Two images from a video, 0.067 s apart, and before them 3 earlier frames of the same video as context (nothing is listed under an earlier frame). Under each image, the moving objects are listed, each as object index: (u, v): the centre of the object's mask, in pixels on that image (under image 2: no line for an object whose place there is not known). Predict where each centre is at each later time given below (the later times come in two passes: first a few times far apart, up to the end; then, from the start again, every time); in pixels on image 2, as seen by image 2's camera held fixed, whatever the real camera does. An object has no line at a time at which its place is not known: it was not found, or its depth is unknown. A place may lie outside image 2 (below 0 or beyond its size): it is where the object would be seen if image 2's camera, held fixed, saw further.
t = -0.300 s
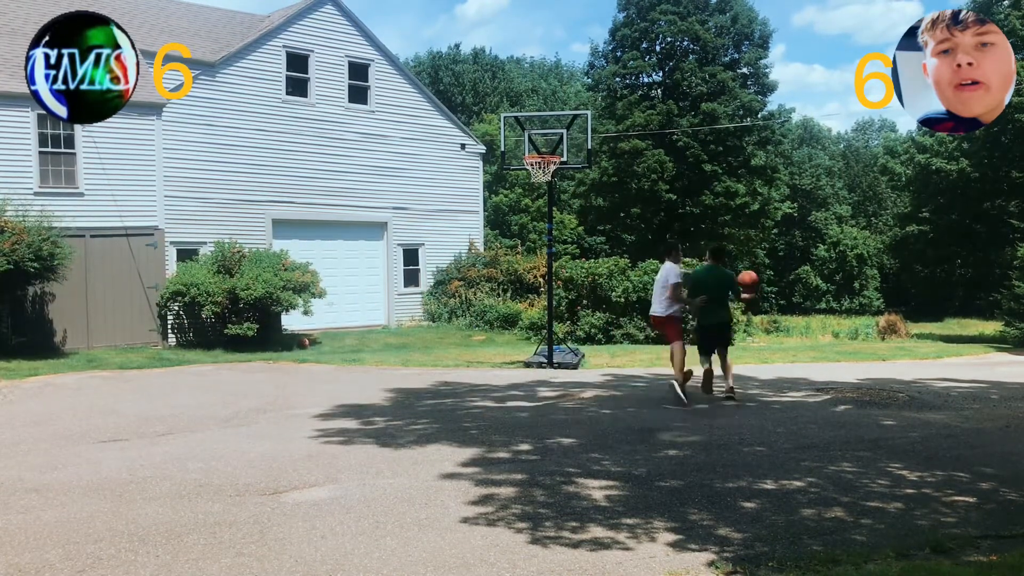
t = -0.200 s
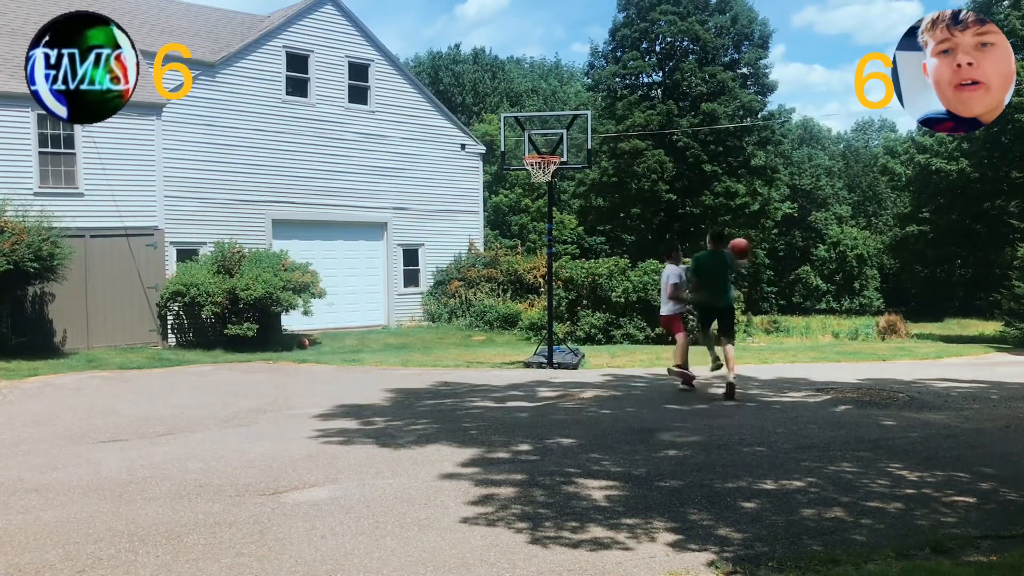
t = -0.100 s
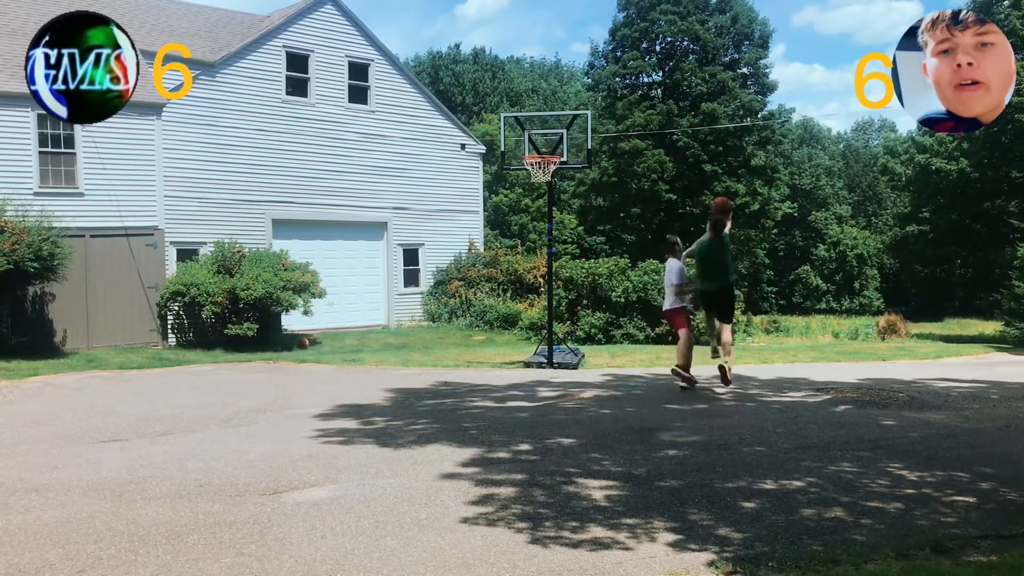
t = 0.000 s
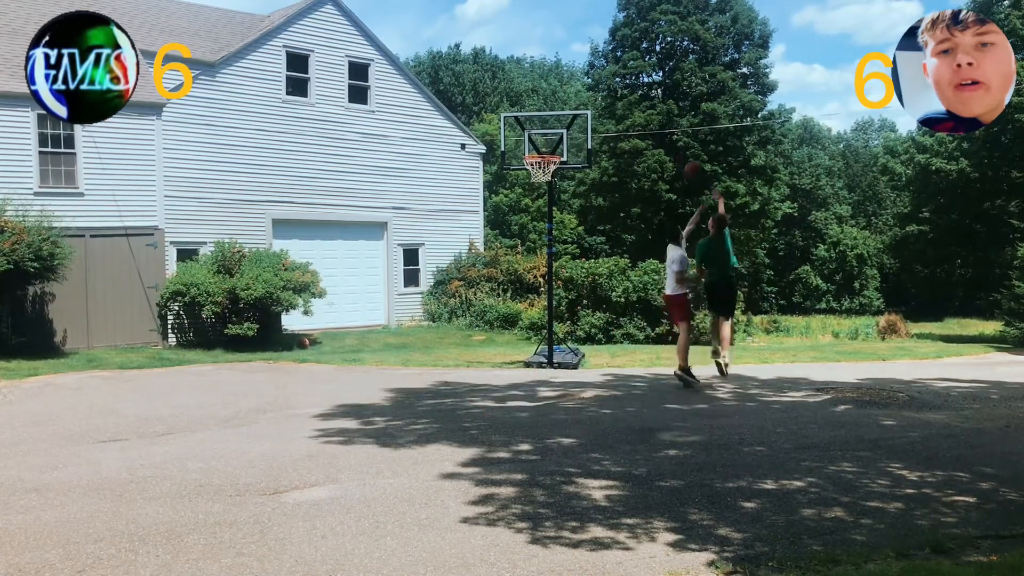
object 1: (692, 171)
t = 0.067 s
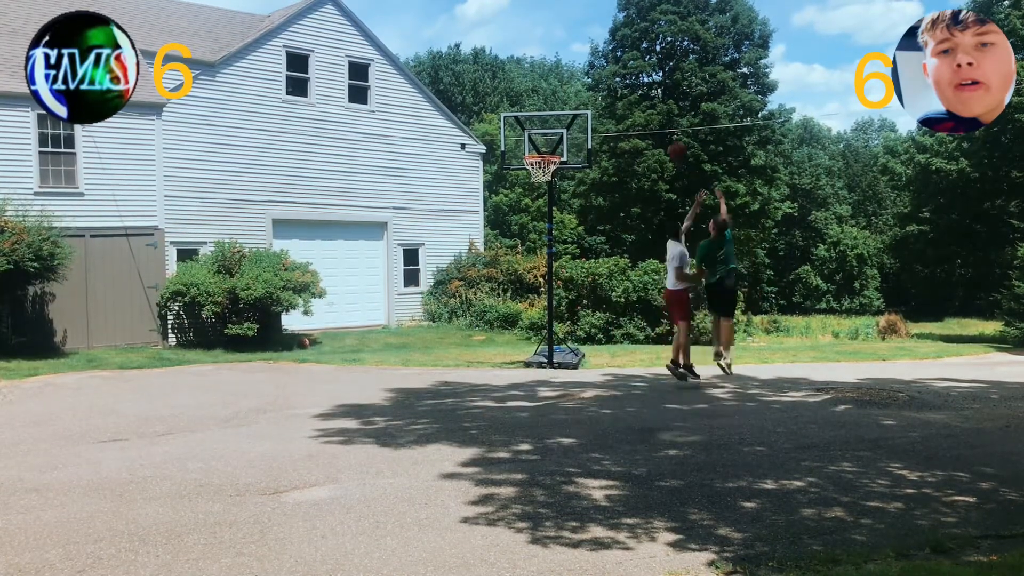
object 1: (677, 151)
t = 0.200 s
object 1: (645, 126)
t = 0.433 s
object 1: (591, 117)
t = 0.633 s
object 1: (552, 140)
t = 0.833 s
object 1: (528, 147)
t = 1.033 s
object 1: (522, 149)
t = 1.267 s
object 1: (517, 191)
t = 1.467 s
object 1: (512, 264)
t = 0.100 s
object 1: (669, 142)
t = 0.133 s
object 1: (660, 136)
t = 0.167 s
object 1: (652, 128)
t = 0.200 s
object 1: (645, 126)
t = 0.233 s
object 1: (636, 122)
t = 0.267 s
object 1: (628, 119)
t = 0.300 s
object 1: (621, 117)
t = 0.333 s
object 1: (614, 115)
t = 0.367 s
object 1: (605, 115)
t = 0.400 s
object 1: (598, 116)
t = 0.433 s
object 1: (591, 117)
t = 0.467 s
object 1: (585, 119)
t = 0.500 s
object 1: (577, 123)
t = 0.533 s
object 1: (571, 127)
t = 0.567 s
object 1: (564, 131)
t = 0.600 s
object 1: (558, 136)
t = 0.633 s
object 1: (552, 140)
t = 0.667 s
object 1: (546, 145)
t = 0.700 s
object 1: (541, 147)
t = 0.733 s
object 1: (537, 148)
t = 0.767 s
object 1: (534, 148)
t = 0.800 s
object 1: (532, 147)
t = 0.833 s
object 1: (528, 147)
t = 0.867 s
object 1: (527, 146)
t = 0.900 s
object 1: (527, 145)
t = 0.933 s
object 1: (526, 145)
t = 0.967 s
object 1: (525, 146)
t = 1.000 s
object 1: (523, 147)
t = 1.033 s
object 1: (522, 149)
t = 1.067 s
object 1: (521, 152)
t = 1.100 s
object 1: (521, 157)
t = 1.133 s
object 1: (520, 162)
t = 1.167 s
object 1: (519, 168)
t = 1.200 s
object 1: (519, 175)
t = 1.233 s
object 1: (517, 182)
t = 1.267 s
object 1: (517, 191)
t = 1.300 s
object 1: (516, 201)
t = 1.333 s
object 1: (515, 212)
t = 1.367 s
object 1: (514, 222)
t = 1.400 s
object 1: (513, 237)
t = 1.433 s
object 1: (513, 250)
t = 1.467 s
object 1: (512, 264)
